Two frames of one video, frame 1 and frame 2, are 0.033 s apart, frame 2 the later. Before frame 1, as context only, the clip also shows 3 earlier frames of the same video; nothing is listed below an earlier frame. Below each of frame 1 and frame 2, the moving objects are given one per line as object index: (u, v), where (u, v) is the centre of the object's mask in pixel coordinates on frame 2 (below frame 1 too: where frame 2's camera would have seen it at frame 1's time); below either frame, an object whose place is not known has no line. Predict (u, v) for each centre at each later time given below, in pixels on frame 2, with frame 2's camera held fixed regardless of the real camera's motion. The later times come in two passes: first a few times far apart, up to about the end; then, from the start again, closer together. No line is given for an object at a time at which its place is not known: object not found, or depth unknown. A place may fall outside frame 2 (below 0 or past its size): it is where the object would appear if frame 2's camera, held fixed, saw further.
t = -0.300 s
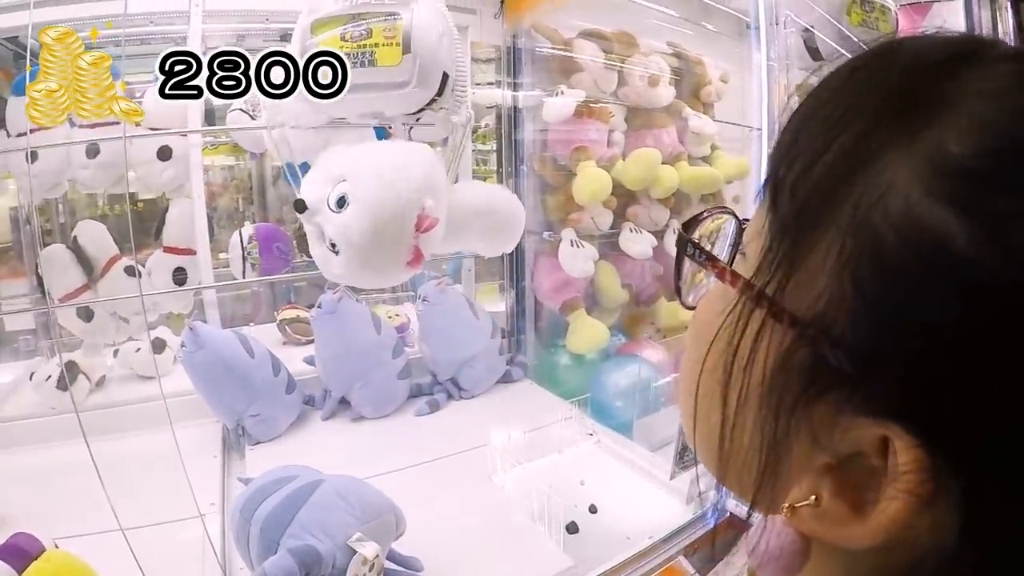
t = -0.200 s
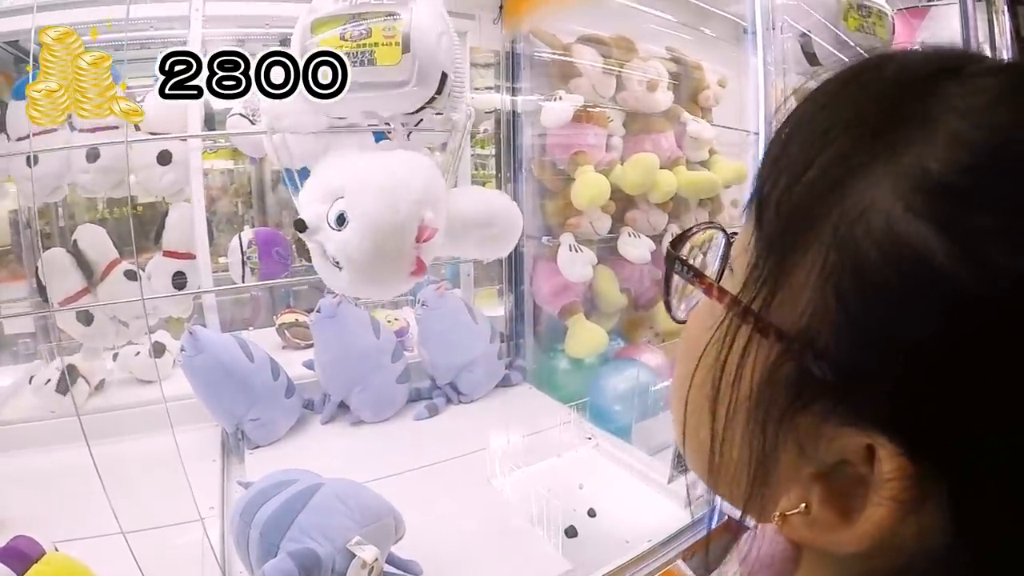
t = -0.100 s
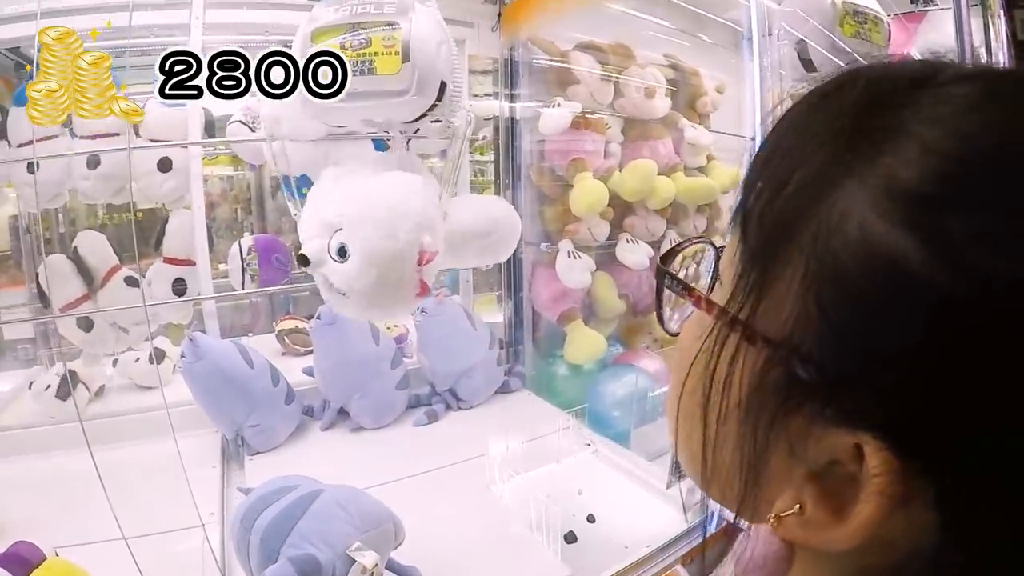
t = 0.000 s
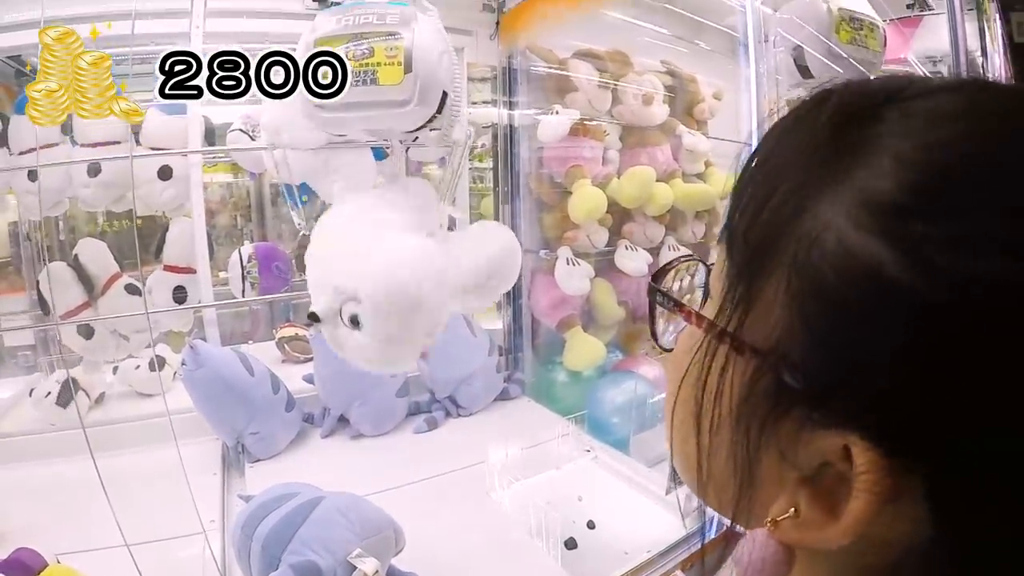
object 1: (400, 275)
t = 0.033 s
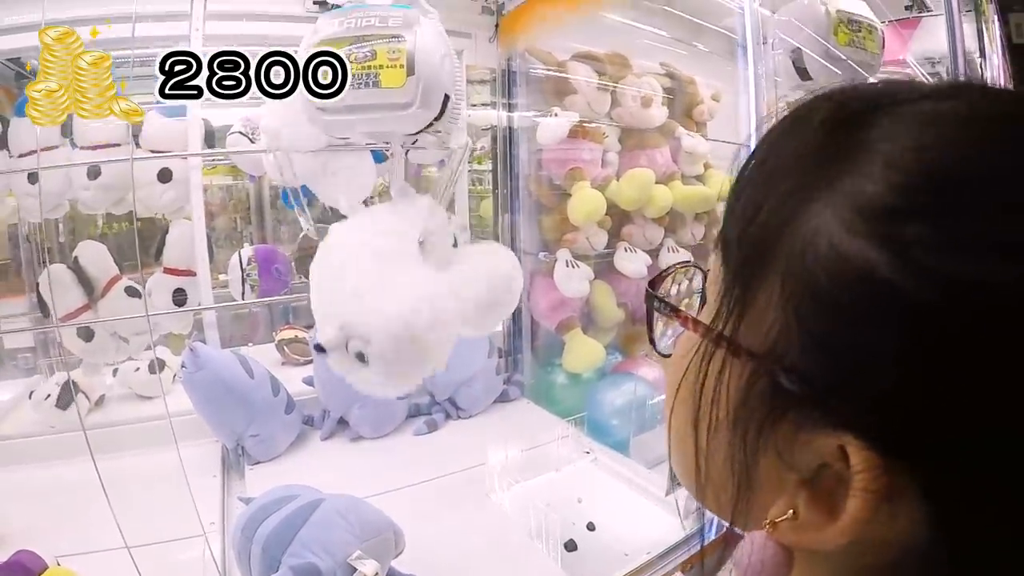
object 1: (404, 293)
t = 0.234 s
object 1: (430, 473)
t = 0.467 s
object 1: (437, 473)
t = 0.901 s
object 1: (469, 509)
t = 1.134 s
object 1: (468, 512)
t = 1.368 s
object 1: (466, 514)
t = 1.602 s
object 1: (467, 516)
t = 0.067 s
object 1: (407, 315)
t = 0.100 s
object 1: (410, 341)
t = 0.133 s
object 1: (413, 373)
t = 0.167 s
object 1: (417, 413)
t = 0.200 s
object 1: (425, 448)
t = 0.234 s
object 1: (430, 473)
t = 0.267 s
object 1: (429, 465)
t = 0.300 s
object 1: (419, 458)
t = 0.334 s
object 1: (421, 451)
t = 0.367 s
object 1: (422, 448)
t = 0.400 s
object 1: (424, 454)
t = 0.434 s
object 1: (432, 462)
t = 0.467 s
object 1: (437, 473)
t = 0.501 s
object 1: (451, 484)
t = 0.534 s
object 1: (463, 501)
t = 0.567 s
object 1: (467, 510)
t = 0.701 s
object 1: (471, 511)
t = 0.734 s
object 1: (470, 510)
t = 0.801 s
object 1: (471, 528)
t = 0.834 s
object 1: (470, 509)
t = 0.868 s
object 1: (469, 509)
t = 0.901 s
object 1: (469, 509)
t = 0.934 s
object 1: (469, 510)
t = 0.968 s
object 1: (468, 509)
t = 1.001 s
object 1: (469, 510)
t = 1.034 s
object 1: (468, 510)
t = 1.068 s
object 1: (467, 511)
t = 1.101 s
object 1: (468, 511)
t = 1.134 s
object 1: (468, 512)
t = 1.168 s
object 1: (469, 512)
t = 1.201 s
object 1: (469, 513)
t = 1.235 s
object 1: (469, 514)
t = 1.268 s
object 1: (469, 514)
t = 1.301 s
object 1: (467, 514)
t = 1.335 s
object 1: (467, 514)
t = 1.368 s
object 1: (466, 514)
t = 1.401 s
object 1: (466, 514)
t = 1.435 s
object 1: (466, 514)
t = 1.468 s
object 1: (466, 514)
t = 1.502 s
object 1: (466, 514)
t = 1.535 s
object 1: (466, 515)
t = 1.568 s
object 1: (467, 516)
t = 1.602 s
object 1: (467, 516)
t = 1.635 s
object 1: (467, 516)
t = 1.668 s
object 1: (468, 517)
